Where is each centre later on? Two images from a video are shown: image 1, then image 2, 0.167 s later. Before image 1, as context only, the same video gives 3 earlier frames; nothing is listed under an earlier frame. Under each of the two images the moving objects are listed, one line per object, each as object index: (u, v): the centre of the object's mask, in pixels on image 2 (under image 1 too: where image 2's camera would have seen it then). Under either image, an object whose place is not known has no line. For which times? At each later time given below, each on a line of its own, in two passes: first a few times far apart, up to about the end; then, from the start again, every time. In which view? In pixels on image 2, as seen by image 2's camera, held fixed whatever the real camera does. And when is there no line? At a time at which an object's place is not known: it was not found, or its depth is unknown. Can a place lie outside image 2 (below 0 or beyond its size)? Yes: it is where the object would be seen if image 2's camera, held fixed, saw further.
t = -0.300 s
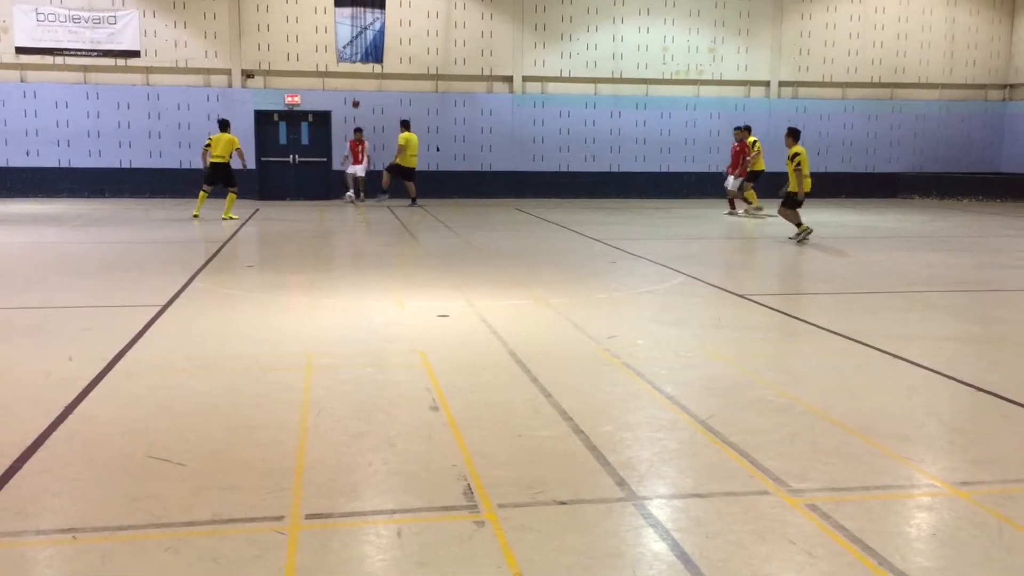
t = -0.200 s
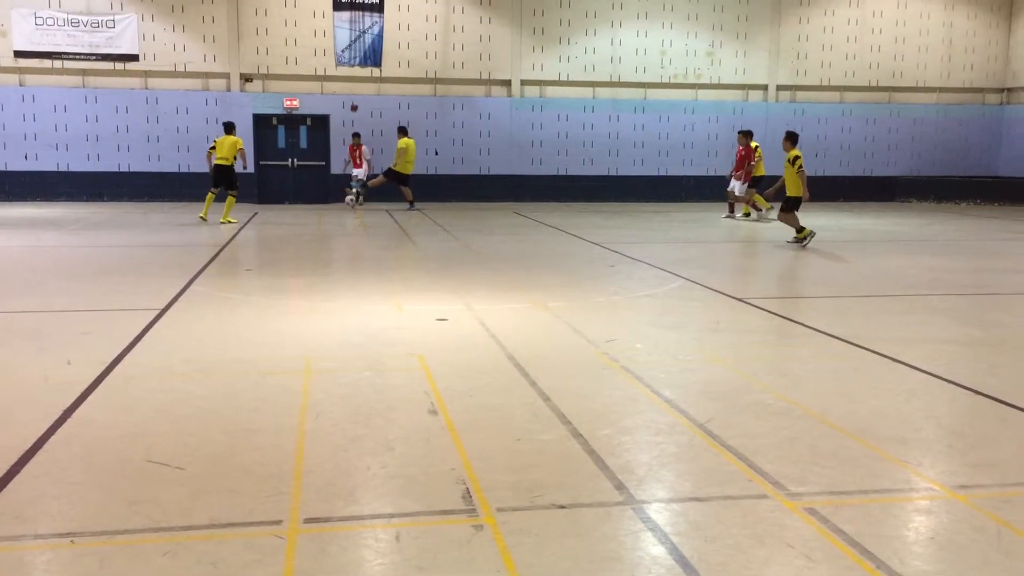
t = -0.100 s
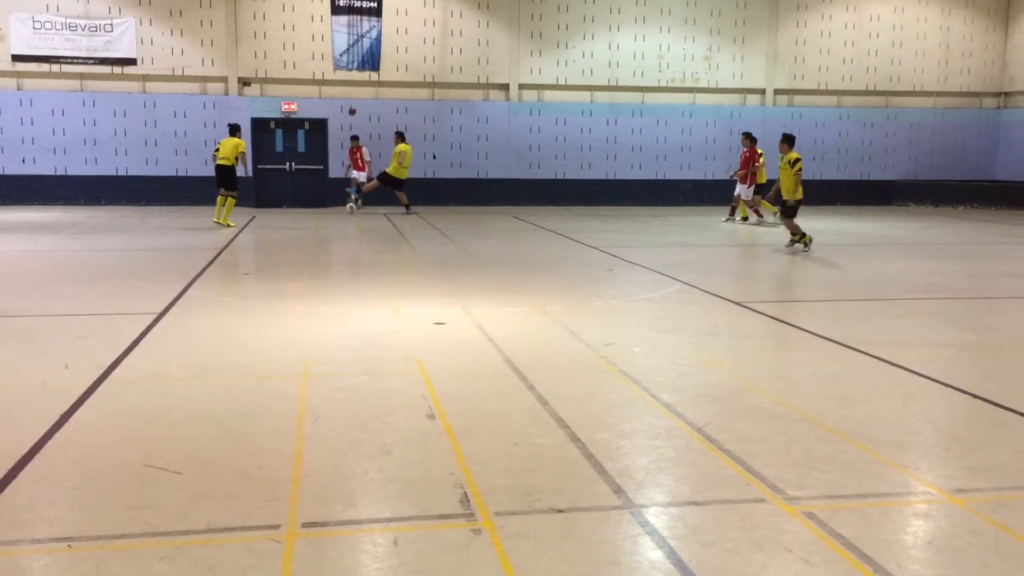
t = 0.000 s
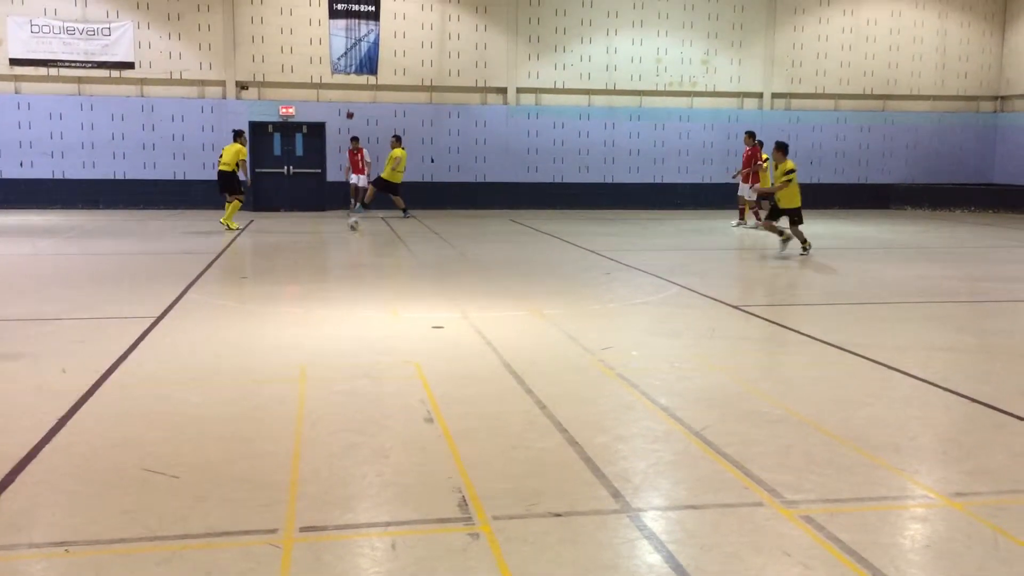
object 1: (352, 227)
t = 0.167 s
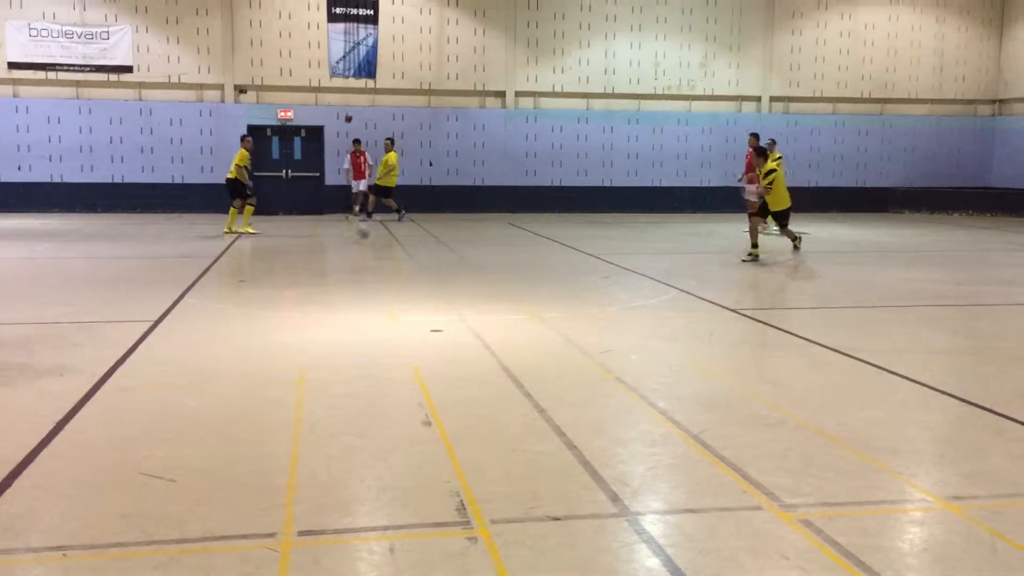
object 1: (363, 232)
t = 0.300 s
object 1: (375, 244)
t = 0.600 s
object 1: (408, 261)
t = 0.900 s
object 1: (456, 288)
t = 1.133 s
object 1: (507, 322)
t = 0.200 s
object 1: (365, 236)
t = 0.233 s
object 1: (367, 239)
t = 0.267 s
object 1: (372, 244)
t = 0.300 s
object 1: (375, 244)
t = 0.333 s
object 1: (379, 242)
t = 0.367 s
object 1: (380, 241)
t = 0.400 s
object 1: (384, 245)
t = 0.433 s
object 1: (388, 247)
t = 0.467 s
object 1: (392, 251)
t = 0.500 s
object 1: (396, 255)
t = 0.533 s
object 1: (400, 262)
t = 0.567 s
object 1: (405, 263)
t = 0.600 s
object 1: (408, 261)
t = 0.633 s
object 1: (413, 263)
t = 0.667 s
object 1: (418, 263)
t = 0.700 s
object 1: (422, 265)
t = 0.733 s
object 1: (427, 270)
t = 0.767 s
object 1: (433, 274)
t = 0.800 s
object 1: (438, 280)
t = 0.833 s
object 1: (444, 289)
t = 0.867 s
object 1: (450, 288)
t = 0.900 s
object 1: (456, 288)
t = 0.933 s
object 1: (462, 290)
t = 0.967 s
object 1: (468, 292)
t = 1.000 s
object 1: (476, 298)
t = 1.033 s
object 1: (482, 303)
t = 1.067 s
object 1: (491, 310)
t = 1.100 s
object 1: (499, 322)
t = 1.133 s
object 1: (507, 322)
